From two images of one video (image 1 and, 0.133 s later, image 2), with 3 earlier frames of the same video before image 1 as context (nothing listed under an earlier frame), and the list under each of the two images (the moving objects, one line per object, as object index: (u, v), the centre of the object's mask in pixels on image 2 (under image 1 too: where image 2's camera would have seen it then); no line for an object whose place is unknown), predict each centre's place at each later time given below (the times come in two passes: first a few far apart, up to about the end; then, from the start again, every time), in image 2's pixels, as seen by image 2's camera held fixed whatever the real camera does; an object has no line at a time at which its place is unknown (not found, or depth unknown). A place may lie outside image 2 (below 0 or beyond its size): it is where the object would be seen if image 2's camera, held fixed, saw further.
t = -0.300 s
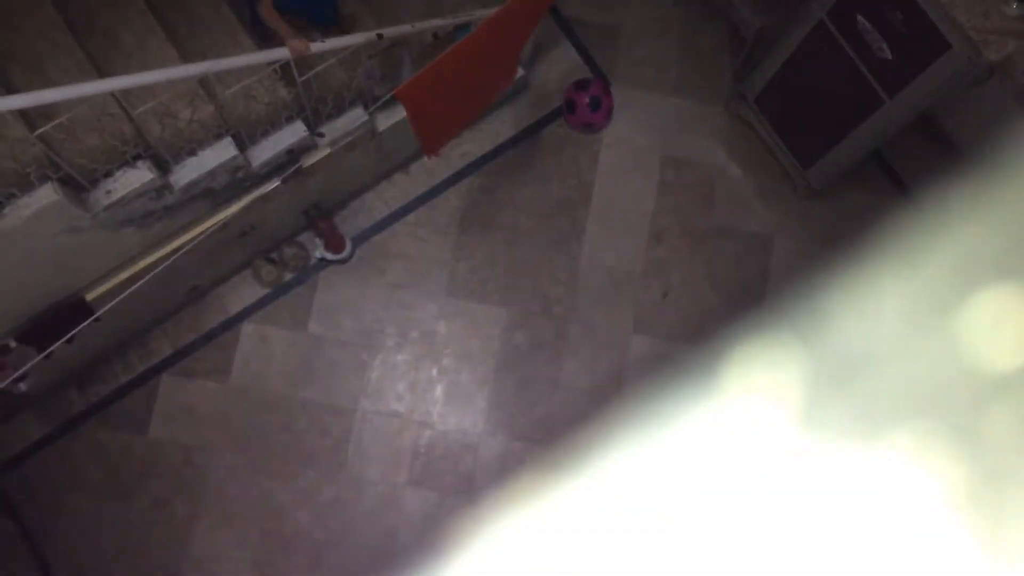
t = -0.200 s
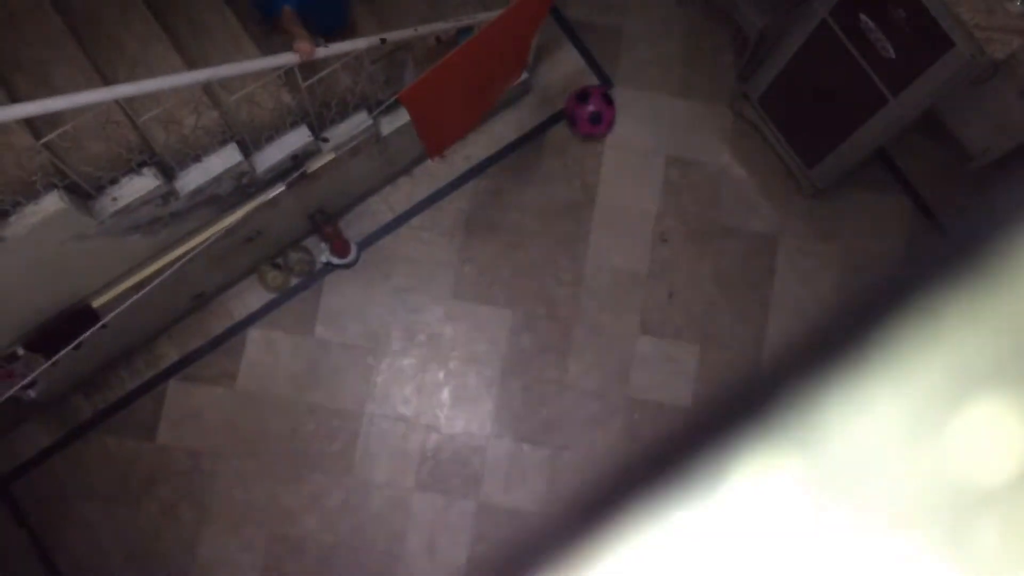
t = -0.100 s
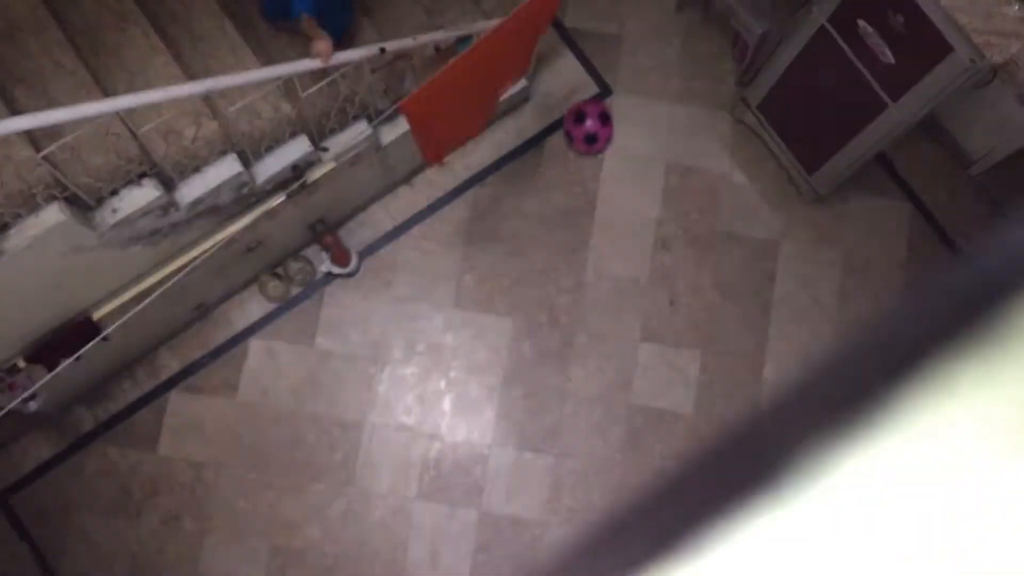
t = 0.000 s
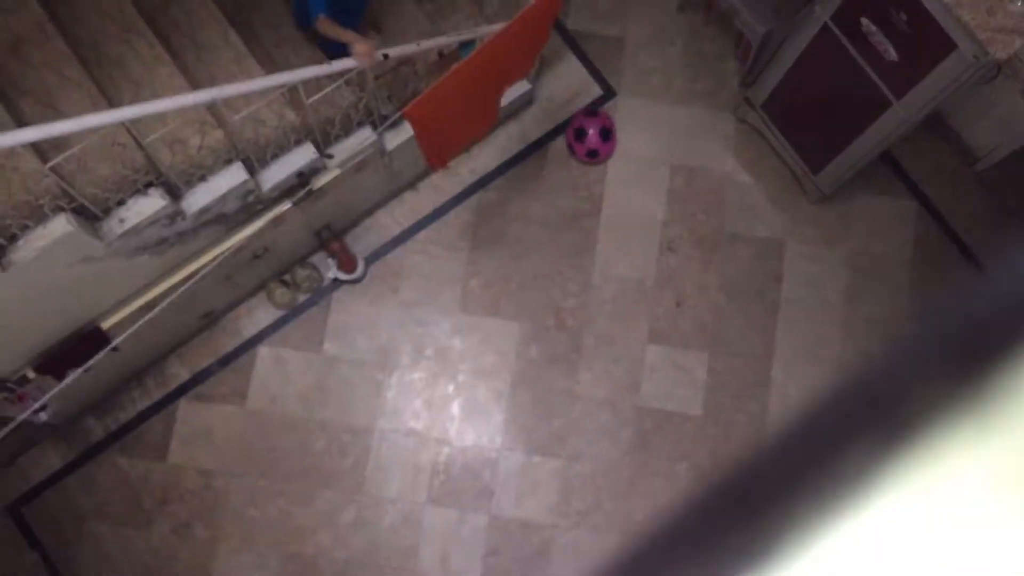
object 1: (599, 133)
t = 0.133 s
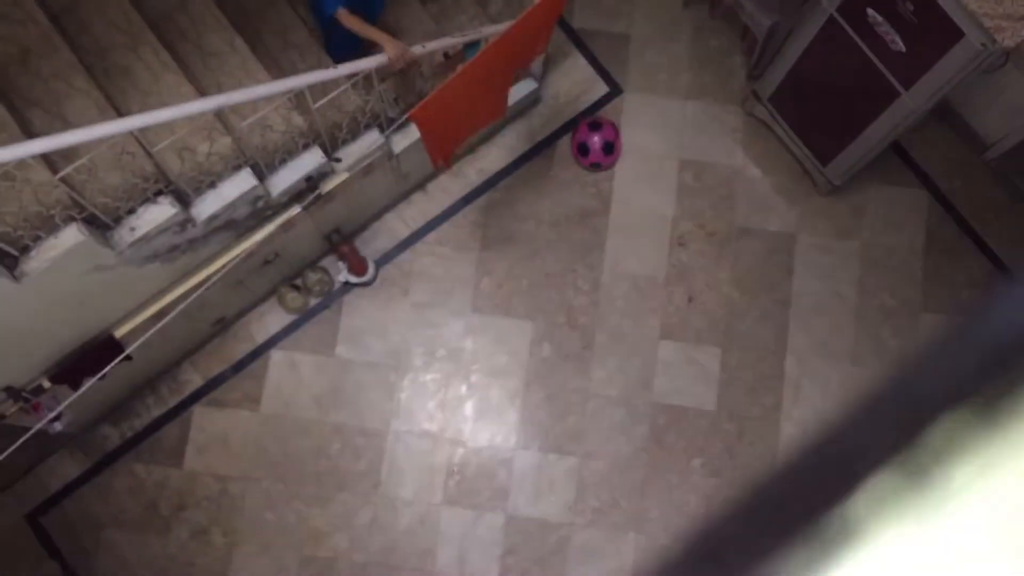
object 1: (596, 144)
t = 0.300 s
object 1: (592, 154)
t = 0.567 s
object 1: (583, 171)
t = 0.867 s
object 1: (568, 194)
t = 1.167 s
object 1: (547, 222)
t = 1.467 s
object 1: (517, 255)
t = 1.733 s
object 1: (483, 289)
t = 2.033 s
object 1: (440, 330)
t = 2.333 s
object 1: (392, 375)
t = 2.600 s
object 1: (347, 418)
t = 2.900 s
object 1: (293, 467)
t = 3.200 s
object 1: (236, 520)
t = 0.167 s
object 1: (596, 146)
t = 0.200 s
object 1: (595, 148)
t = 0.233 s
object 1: (594, 150)
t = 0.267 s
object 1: (593, 152)
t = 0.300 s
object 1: (592, 154)
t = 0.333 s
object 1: (591, 156)
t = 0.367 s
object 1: (590, 158)
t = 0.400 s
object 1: (589, 160)
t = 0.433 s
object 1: (588, 162)
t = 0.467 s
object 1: (587, 165)
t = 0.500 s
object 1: (586, 167)
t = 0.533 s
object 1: (585, 169)
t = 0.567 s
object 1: (583, 171)
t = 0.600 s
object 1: (582, 174)
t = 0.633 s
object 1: (580, 176)
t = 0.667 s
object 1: (579, 178)
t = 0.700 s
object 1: (577, 181)
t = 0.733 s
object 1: (576, 183)
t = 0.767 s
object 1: (574, 186)
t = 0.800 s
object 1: (572, 188)
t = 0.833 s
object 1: (570, 191)
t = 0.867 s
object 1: (568, 194)
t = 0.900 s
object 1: (566, 196)
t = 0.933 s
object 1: (564, 199)
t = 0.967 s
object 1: (562, 202)
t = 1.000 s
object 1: (560, 205)
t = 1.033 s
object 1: (558, 208)
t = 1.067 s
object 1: (555, 212)
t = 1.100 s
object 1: (553, 215)
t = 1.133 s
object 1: (550, 218)
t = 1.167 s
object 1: (547, 222)
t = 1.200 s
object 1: (544, 225)
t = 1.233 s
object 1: (541, 229)
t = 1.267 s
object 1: (538, 232)
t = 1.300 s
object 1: (535, 236)
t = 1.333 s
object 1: (531, 239)
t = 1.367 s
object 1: (528, 243)
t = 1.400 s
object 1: (524, 247)
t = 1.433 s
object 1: (520, 250)
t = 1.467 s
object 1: (517, 255)
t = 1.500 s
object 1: (513, 259)
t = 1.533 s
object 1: (509, 263)
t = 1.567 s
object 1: (505, 267)
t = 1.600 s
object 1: (500, 272)
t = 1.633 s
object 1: (496, 276)
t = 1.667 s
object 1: (492, 281)
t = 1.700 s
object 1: (487, 285)
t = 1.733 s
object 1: (483, 289)
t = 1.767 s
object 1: (478, 293)
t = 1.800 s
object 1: (474, 298)
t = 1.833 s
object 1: (469, 302)
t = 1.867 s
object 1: (465, 307)
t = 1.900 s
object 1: (460, 311)
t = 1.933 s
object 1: (455, 315)
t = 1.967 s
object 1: (450, 320)
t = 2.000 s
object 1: (445, 325)
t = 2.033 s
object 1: (440, 330)
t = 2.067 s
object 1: (434, 334)
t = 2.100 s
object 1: (429, 339)
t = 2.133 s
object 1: (424, 344)
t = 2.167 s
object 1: (419, 349)
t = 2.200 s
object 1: (414, 354)
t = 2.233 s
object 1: (408, 359)
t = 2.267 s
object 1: (403, 364)
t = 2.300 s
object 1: (398, 370)
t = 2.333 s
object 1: (392, 375)
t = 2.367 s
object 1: (387, 380)
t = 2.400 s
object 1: (381, 386)
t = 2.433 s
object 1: (375, 392)
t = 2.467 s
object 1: (370, 397)
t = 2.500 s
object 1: (364, 402)
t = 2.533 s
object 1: (358, 408)
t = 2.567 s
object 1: (352, 413)
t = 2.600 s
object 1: (347, 418)
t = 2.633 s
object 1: (341, 424)
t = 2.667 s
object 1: (336, 429)
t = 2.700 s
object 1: (329, 435)
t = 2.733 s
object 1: (323, 440)
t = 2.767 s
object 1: (318, 445)
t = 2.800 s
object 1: (311, 451)
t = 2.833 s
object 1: (306, 456)
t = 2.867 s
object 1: (300, 462)
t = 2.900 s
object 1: (293, 467)
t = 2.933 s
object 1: (288, 472)
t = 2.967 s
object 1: (281, 478)
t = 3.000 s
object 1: (275, 484)
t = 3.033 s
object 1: (269, 490)
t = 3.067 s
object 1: (262, 496)
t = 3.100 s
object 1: (256, 502)
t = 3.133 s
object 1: (249, 508)
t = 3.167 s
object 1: (243, 514)
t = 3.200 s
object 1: (236, 520)
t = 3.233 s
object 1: (230, 526)
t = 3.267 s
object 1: (223, 531)
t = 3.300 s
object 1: (217, 535)
